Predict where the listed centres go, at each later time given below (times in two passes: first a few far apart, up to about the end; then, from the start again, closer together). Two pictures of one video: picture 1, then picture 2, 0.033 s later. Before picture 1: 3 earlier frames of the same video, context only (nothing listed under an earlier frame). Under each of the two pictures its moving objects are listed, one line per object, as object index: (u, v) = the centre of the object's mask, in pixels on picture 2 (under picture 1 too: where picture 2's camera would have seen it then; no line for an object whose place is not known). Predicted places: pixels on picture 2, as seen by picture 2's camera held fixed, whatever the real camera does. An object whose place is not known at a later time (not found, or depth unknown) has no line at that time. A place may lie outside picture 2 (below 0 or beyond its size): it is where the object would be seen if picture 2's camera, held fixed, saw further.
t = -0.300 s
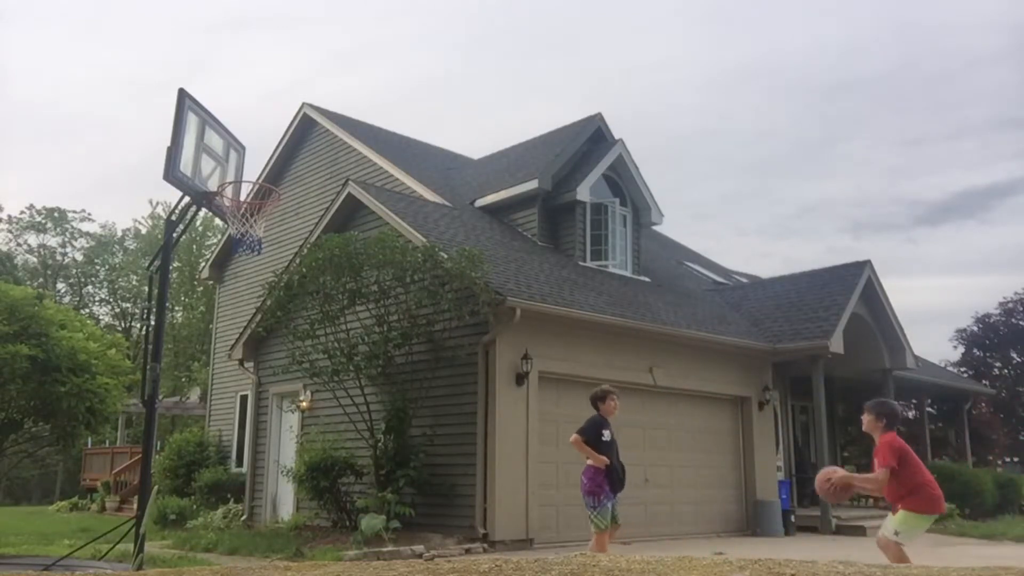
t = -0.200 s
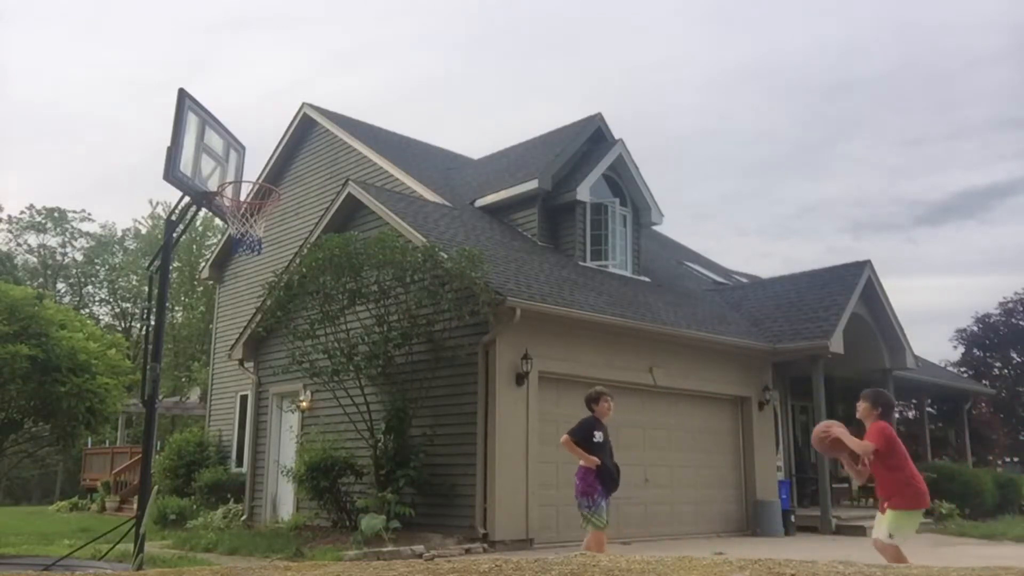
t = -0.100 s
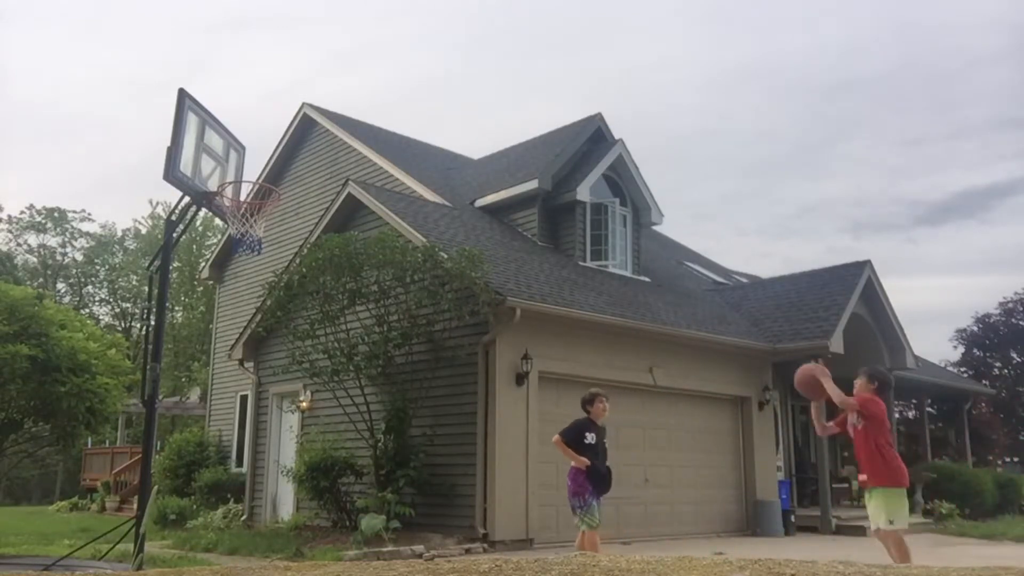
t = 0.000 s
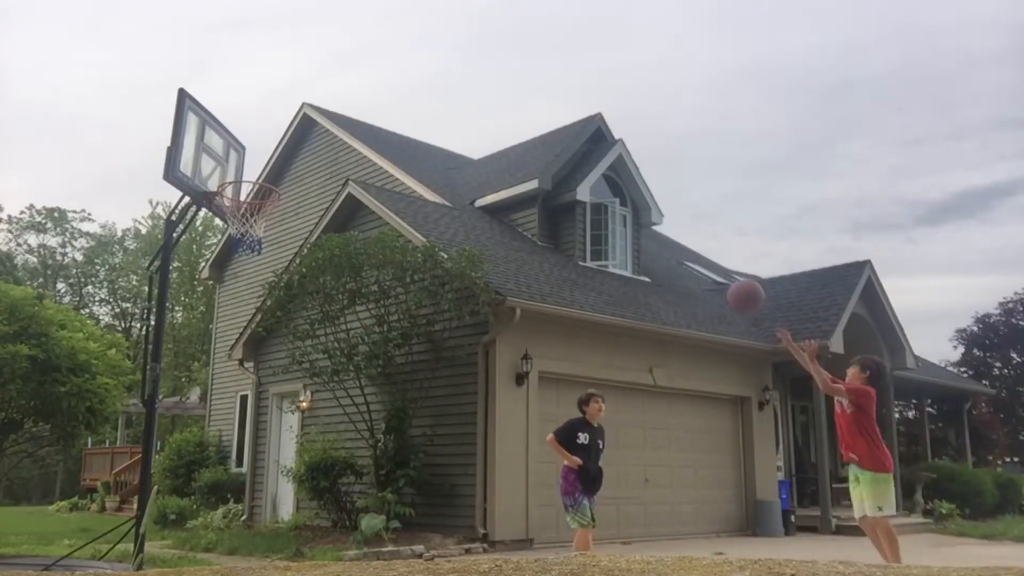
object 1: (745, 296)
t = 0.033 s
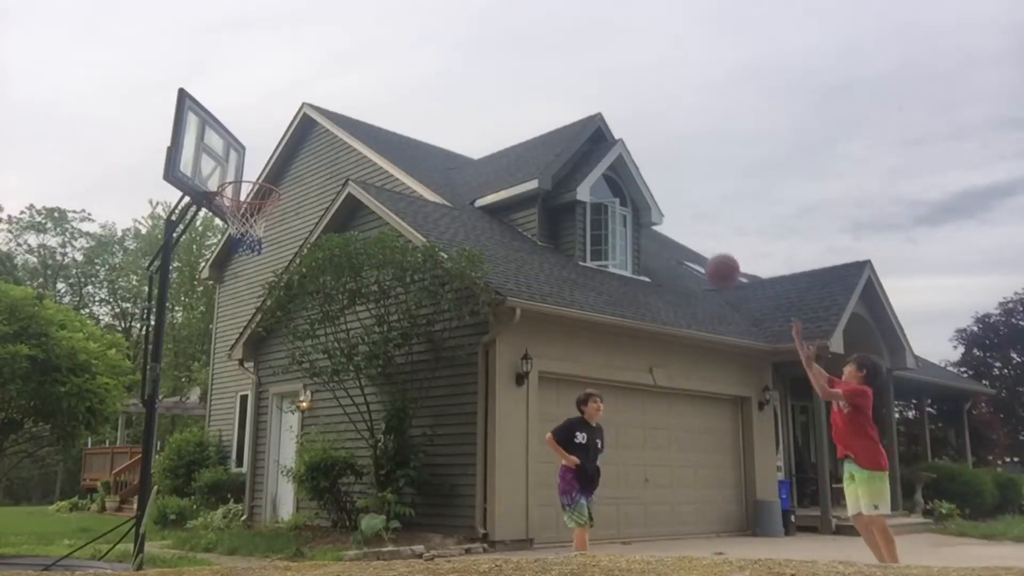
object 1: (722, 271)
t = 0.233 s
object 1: (592, 158)
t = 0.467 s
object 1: (455, 98)
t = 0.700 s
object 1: (324, 106)
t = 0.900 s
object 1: (212, 166)
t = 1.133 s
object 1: (184, 269)
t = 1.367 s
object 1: (169, 450)
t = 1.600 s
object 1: (180, 495)
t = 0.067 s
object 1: (699, 247)
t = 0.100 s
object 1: (677, 226)
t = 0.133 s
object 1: (655, 207)
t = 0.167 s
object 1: (633, 189)
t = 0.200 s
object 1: (613, 173)
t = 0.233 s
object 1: (592, 158)
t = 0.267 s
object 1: (572, 146)
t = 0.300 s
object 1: (552, 134)
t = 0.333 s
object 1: (532, 124)
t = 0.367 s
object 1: (512, 116)
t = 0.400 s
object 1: (493, 109)
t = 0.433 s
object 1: (474, 103)
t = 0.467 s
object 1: (455, 98)
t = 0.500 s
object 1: (436, 96)
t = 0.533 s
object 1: (417, 94)
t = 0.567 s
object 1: (398, 94)
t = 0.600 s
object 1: (379, 95)
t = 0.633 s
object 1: (361, 98)
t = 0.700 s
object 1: (324, 106)
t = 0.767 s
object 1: (287, 121)
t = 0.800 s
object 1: (268, 130)
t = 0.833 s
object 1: (250, 141)
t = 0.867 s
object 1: (231, 153)
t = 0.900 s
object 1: (212, 166)
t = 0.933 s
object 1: (196, 180)
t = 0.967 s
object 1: (192, 193)
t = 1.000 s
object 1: (189, 204)
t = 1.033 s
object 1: (187, 219)
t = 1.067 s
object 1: (187, 234)
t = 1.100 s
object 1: (185, 251)
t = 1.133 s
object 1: (184, 269)
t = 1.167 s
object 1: (183, 289)
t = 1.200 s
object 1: (180, 311)
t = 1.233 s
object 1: (179, 336)
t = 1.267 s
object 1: (178, 361)
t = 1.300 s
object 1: (174, 389)
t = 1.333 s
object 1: (171, 418)
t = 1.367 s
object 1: (169, 450)
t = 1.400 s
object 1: (167, 482)
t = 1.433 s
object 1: (165, 518)
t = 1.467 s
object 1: (161, 554)
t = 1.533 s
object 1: (166, 551)
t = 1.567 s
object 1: (173, 521)
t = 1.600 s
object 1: (180, 495)
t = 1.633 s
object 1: (186, 470)
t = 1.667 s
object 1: (193, 447)
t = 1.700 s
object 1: (198, 426)
